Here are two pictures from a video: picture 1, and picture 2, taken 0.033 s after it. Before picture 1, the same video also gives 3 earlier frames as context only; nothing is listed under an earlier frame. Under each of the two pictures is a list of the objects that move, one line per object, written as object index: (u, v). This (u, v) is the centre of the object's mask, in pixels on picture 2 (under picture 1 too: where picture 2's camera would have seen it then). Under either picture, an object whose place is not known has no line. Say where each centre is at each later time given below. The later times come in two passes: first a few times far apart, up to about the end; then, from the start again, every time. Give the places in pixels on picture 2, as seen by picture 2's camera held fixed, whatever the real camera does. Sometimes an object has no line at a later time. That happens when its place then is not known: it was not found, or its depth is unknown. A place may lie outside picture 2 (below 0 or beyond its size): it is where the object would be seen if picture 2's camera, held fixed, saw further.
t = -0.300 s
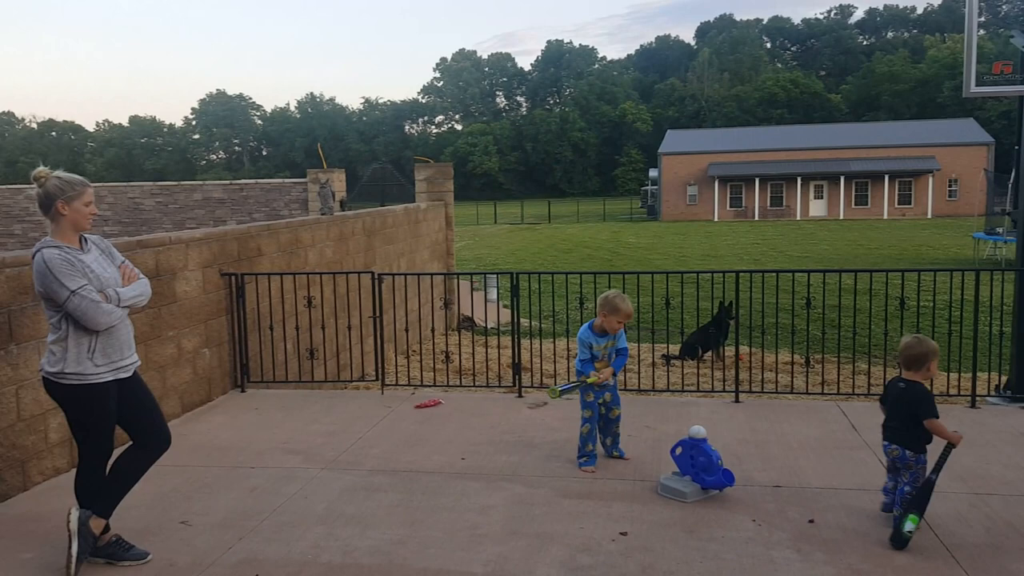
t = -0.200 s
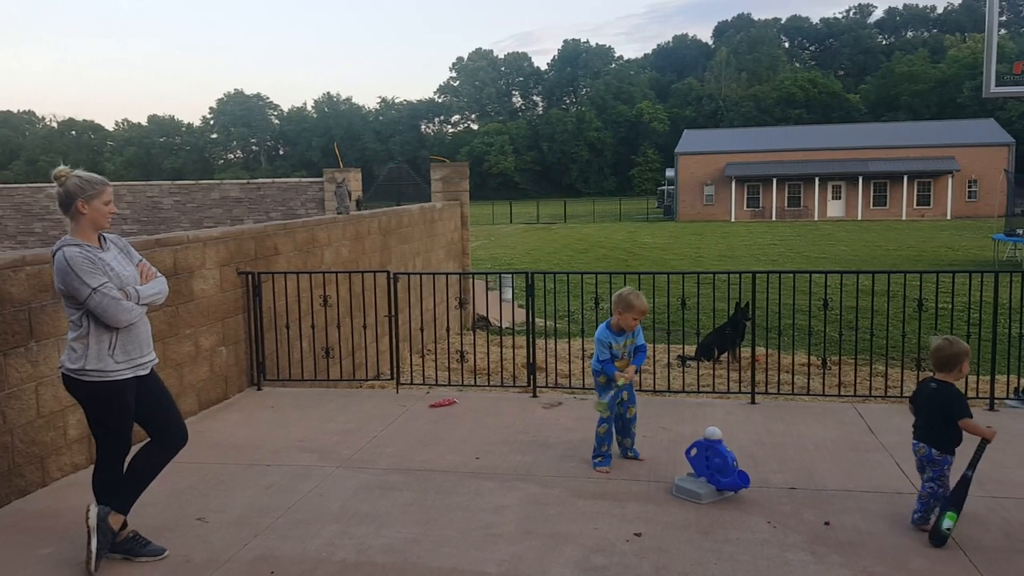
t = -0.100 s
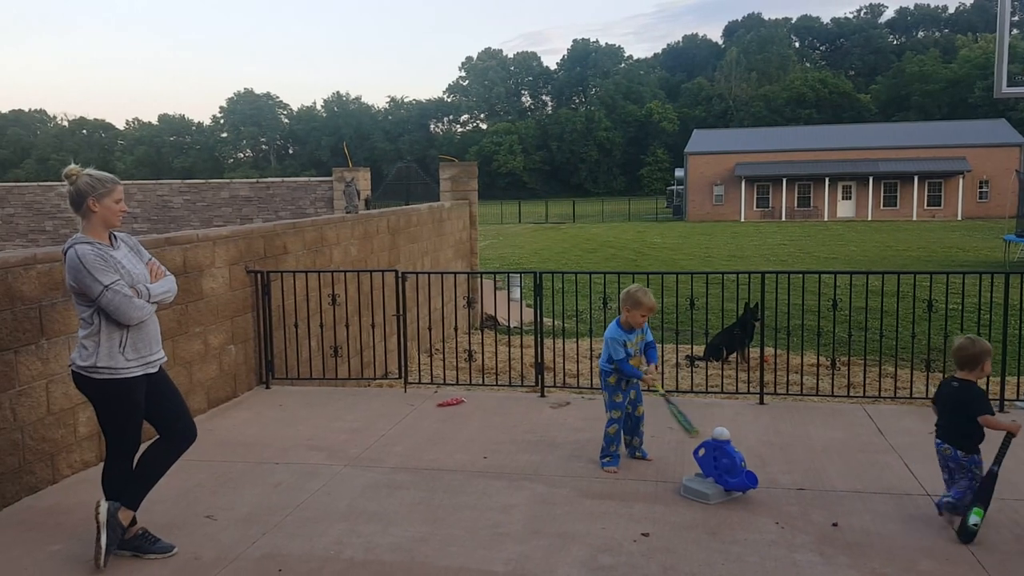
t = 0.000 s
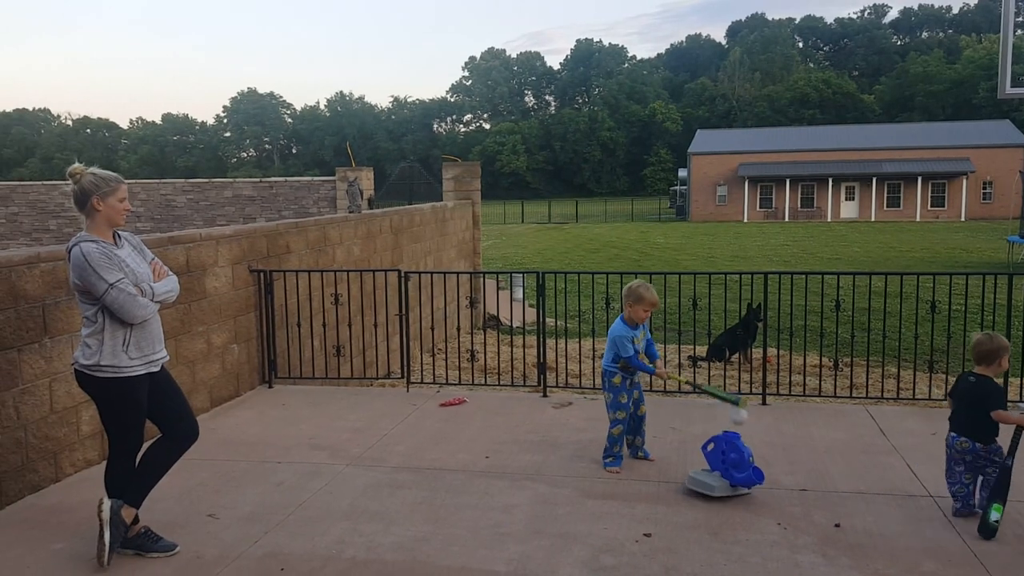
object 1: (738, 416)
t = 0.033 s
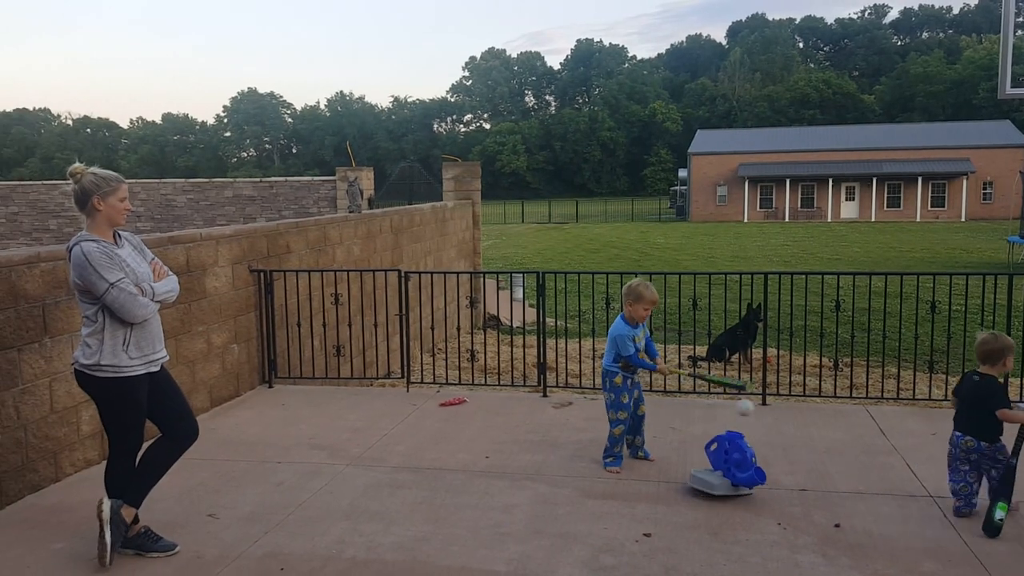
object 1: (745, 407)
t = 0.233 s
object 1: (782, 397)
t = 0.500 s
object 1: (826, 464)
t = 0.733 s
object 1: (859, 430)
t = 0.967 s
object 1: (891, 456)
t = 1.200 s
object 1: (922, 455)
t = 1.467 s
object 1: (955, 459)
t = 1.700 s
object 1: (984, 456)
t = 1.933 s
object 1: (1012, 457)
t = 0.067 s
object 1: (751, 400)
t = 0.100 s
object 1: (758, 396)
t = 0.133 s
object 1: (763, 393)
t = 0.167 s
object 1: (770, 391)
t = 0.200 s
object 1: (775, 393)
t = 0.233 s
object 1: (782, 397)
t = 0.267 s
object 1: (787, 402)
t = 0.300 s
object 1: (793, 409)
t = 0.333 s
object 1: (800, 418)
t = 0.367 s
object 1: (805, 430)
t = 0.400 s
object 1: (811, 444)
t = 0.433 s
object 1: (815, 460)
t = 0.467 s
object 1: (821, 477)
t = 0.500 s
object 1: (826, 464)
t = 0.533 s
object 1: (831, 453)
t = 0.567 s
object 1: (837, 444)
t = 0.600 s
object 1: (840, 437)
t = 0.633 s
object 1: (845, 433)
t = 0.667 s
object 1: (850, 430)
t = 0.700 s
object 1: (855, 429)
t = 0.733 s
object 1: (859, 430)
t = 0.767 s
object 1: (864, 433)
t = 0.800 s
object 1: (868, 438)
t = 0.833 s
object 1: (872, 444)
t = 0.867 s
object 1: (877, 452)
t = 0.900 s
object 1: (881, 465)
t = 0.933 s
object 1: (885, 464)
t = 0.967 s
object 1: (891, 456)
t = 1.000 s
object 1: (895, 450)
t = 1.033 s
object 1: (899, 447)
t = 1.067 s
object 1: (904, 444)
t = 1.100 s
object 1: (908, 444)
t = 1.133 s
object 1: (913, 446)
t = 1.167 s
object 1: (917, 449)
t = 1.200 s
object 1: (922, 455)
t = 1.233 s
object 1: (926, 464)
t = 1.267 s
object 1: (930, 460)
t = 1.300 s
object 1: (934, 455)
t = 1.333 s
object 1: (938, 452)
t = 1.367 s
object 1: (943, 450)
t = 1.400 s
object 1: (947, 451)
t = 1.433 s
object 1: (951, 454)
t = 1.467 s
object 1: (955, 459)
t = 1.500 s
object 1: (959, 460)
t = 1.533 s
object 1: (963, 455)
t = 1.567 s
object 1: (968, 454)
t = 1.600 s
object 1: (972, 454)
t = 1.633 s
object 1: (976, 456)
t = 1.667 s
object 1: (980, 460)
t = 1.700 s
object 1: (984, 456)
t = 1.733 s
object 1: (988, 455)
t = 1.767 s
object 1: (991, 456)
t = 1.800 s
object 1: (995, 458)
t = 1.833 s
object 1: (999, 456)
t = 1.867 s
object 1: (1004, 455)
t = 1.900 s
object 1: (1007, 457)
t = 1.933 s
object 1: (1012, 457)
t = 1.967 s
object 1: (1016, 456)
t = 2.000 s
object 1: (1020, 457)
